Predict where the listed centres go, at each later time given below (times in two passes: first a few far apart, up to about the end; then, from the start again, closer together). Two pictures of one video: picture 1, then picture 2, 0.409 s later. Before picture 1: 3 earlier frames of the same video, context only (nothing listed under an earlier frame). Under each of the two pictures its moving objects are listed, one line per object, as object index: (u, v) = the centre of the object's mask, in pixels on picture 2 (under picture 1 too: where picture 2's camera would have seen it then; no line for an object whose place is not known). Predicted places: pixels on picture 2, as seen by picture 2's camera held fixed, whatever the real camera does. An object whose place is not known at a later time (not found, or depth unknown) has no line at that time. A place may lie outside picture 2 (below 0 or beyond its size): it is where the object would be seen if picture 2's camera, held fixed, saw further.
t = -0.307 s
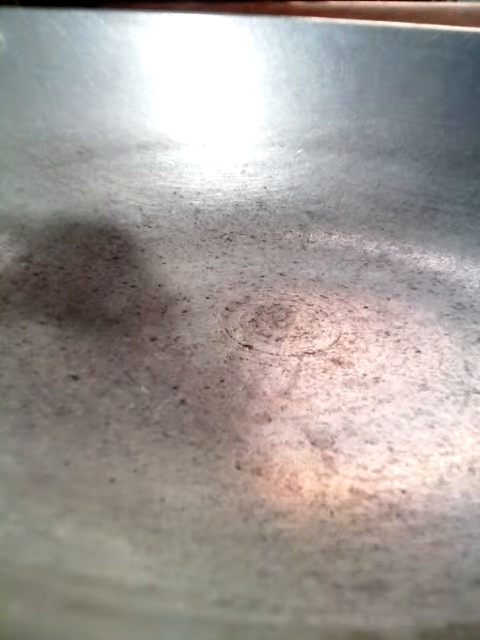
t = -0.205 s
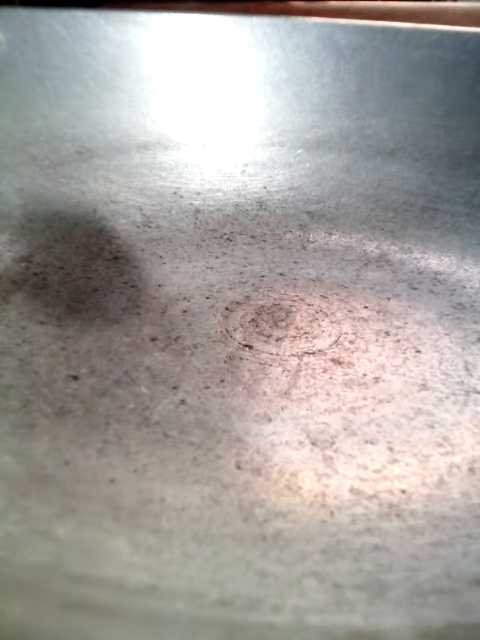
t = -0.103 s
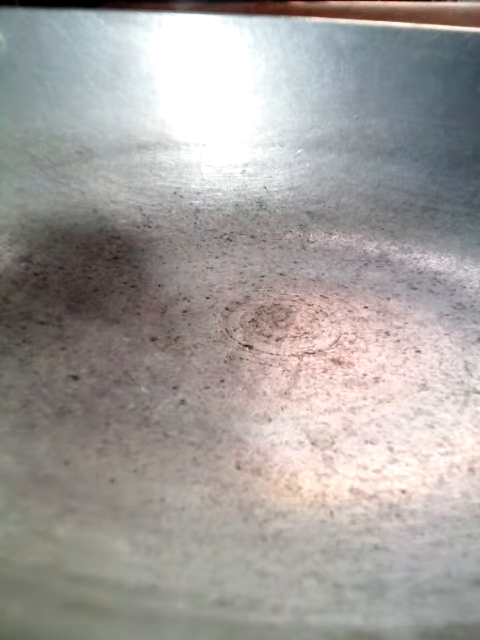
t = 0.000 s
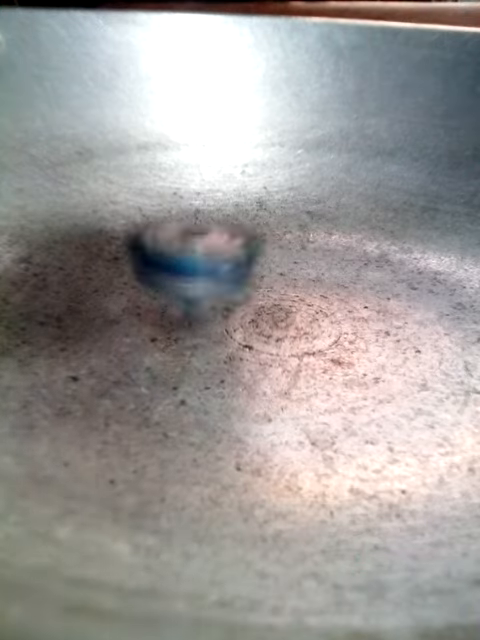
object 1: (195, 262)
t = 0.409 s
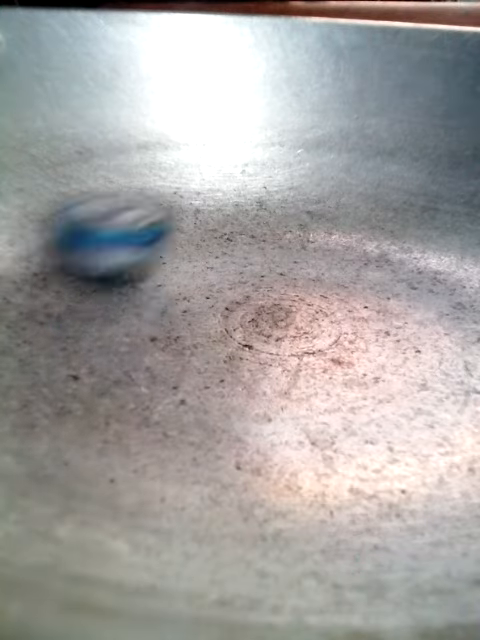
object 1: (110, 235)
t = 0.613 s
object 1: (82, 278)
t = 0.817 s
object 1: (133, 311)
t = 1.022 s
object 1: (221, 340)
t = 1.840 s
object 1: (257, 215)
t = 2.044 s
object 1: (93, 294)
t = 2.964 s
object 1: (55, 235)
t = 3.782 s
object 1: (332, 207)
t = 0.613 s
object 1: (82, 278)
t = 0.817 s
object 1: (133, 311)
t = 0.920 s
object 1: (166, 325)
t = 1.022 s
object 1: (221, 340)
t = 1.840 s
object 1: (257, 215)
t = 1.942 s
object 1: (170, 246)
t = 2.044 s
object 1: (93, 294)
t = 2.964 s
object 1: (55, 235)
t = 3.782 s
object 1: (332, 207)
